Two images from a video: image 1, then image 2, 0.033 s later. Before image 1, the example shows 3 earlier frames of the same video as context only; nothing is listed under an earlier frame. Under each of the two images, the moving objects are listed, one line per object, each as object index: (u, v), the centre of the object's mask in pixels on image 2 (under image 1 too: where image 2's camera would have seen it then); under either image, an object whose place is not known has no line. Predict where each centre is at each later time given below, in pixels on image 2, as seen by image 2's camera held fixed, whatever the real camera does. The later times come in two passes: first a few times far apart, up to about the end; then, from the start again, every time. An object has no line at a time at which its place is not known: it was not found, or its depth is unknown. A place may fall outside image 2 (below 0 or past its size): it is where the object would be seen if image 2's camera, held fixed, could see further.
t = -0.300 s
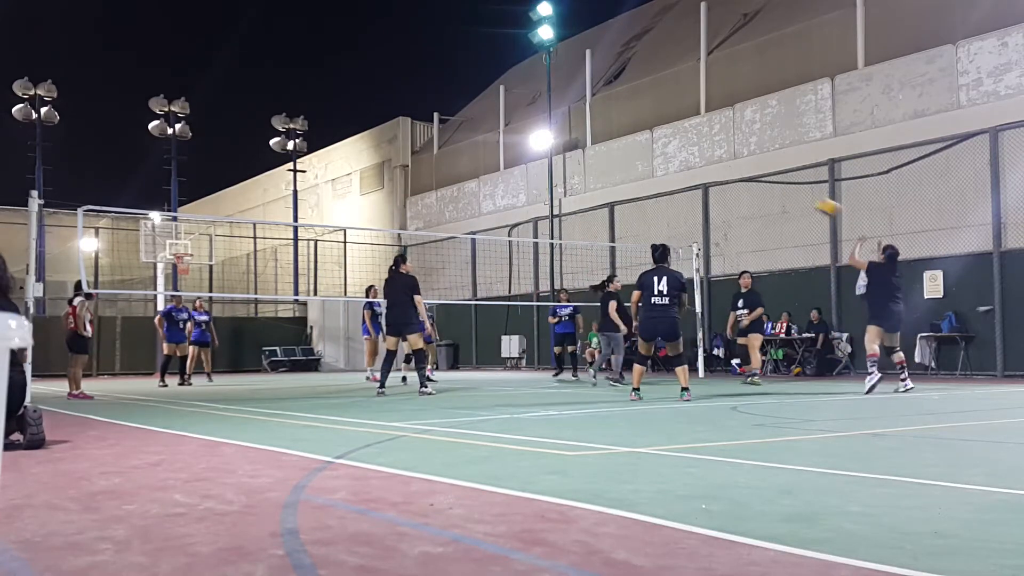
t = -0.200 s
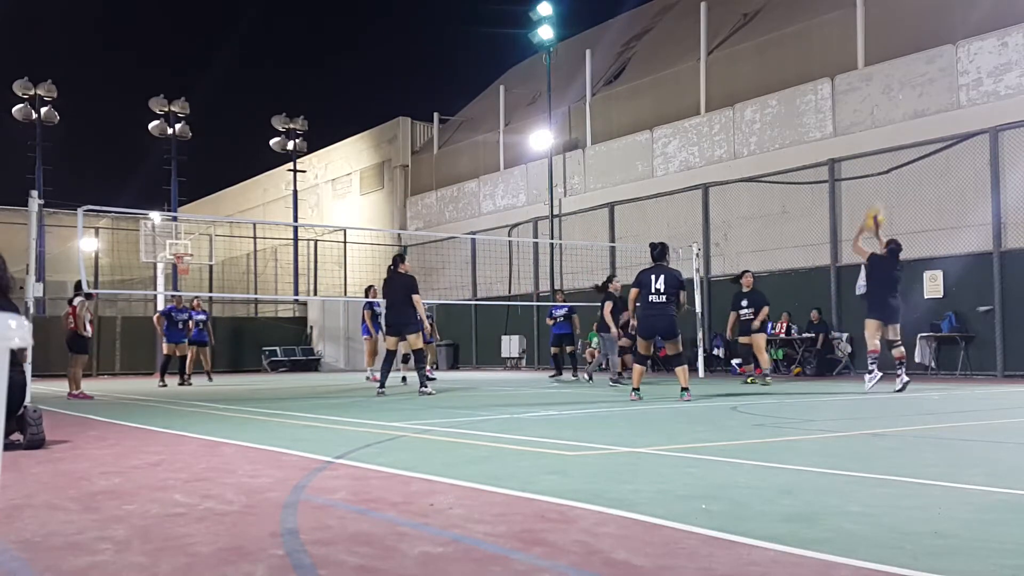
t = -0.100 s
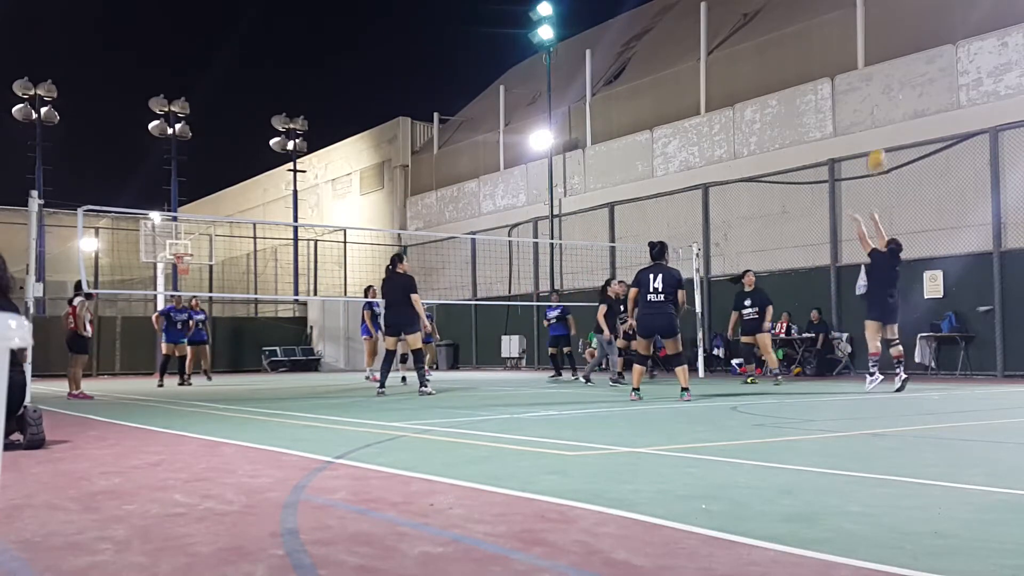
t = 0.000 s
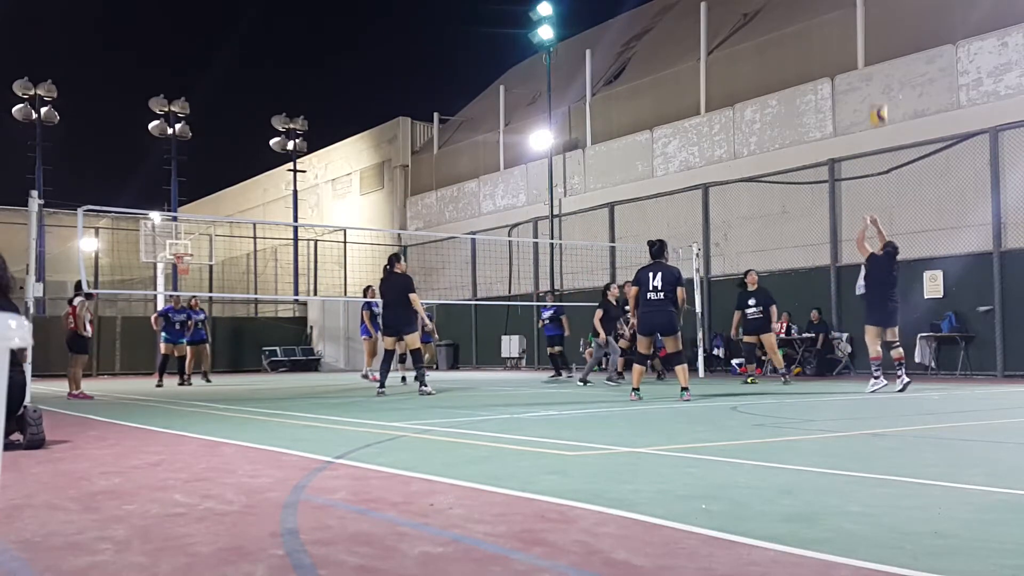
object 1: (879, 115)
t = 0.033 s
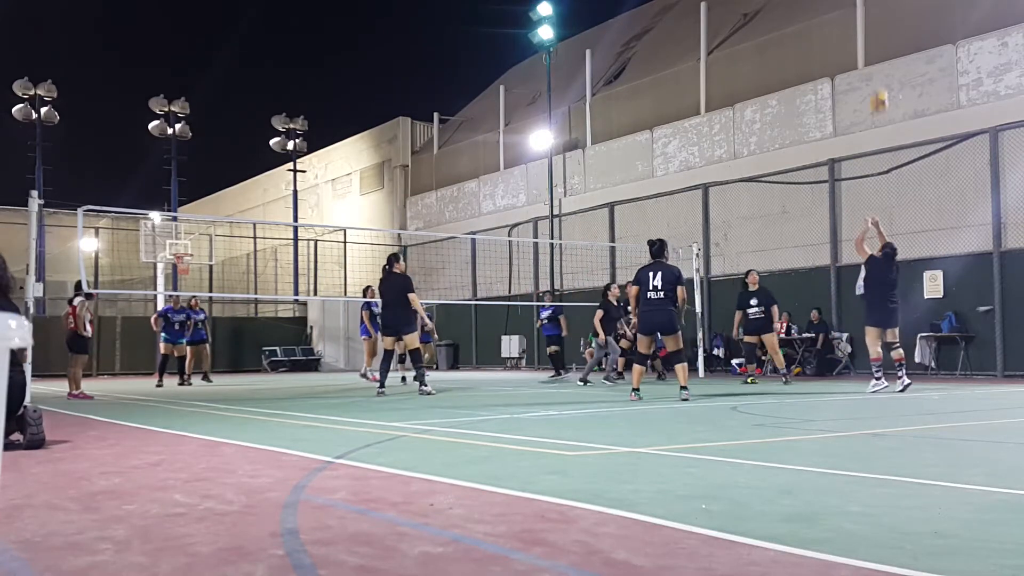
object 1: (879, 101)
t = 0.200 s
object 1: (883, 46)
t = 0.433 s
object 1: (890, 11)
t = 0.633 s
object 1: (897, 15)
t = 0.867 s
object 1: (908, 60)
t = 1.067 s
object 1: (916, 135)
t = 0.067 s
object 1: (880, 87)
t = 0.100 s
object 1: (880, 75)
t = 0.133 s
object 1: (882, 64)
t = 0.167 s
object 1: (882, 55)
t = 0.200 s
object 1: (883, 46)
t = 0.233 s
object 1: (884, 39)
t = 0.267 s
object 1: (885, 31)
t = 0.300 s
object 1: (886, 25)
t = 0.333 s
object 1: (887, 20)
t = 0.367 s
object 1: (888, 16)
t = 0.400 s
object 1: (889, 13)
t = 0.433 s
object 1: (890, 11)
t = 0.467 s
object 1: (891, 9)
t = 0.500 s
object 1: (892, 8)
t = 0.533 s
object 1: (894, 9)
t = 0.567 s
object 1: (895, 9)
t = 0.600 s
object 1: (896, 11)
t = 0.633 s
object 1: (897, 15)
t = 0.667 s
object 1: (899, 18)
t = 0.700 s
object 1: (900, 23)
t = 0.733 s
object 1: (902, 29)
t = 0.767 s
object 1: (903, 35)
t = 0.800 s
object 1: (904, 43)
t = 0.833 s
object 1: (906, 51)
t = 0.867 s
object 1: (908, 60)
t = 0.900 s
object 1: (909, 72)
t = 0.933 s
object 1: (911, 82)
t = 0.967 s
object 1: (913, 94)
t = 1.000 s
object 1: (913, 107)
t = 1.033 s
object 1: (915, 121)
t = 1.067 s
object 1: (916, 135)
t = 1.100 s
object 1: (917, 151)
